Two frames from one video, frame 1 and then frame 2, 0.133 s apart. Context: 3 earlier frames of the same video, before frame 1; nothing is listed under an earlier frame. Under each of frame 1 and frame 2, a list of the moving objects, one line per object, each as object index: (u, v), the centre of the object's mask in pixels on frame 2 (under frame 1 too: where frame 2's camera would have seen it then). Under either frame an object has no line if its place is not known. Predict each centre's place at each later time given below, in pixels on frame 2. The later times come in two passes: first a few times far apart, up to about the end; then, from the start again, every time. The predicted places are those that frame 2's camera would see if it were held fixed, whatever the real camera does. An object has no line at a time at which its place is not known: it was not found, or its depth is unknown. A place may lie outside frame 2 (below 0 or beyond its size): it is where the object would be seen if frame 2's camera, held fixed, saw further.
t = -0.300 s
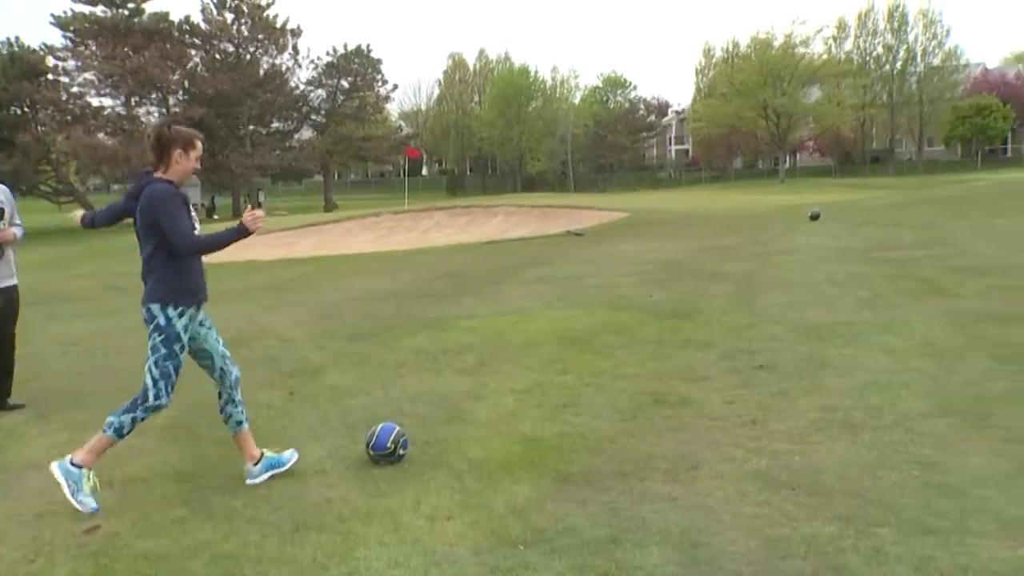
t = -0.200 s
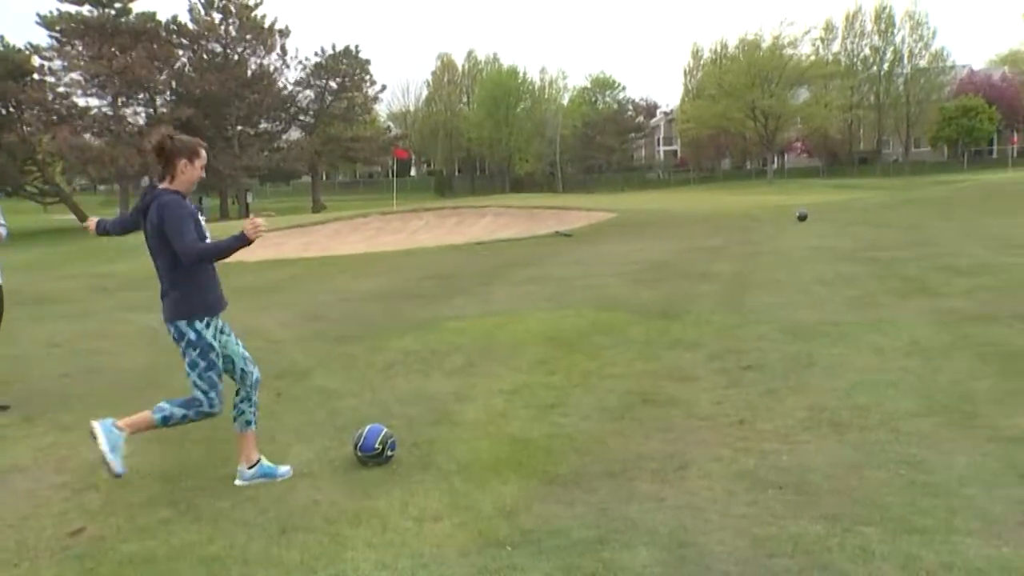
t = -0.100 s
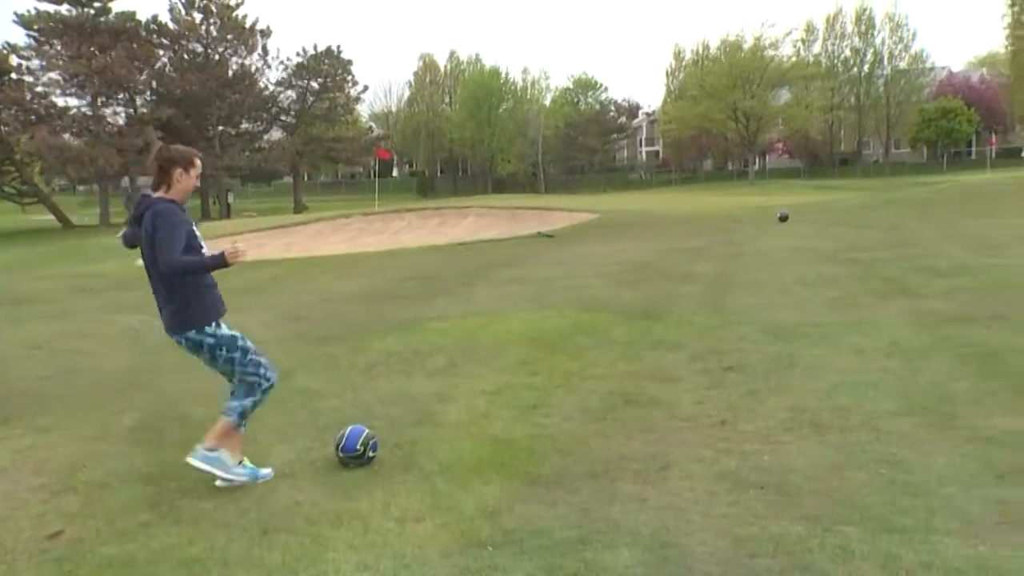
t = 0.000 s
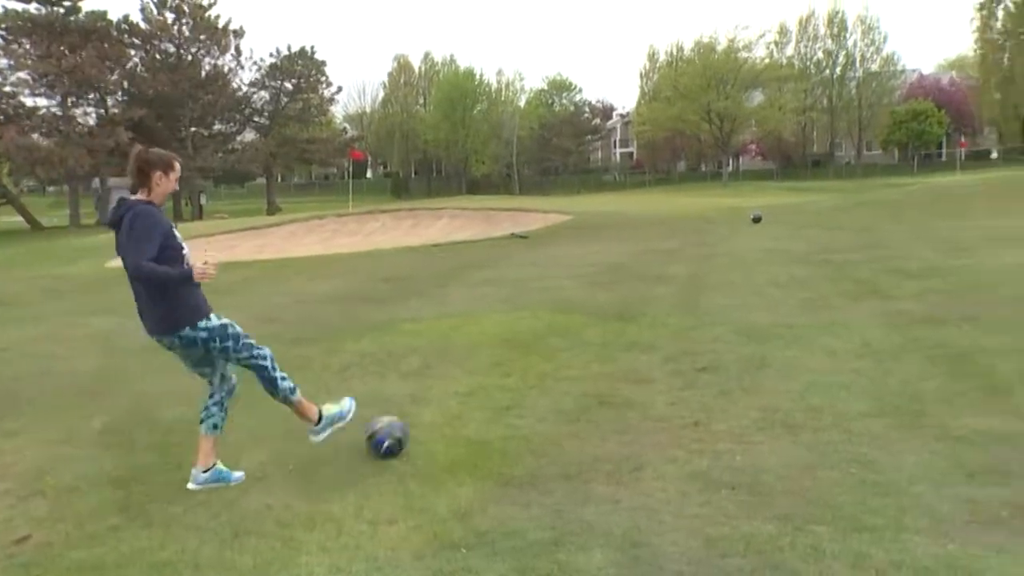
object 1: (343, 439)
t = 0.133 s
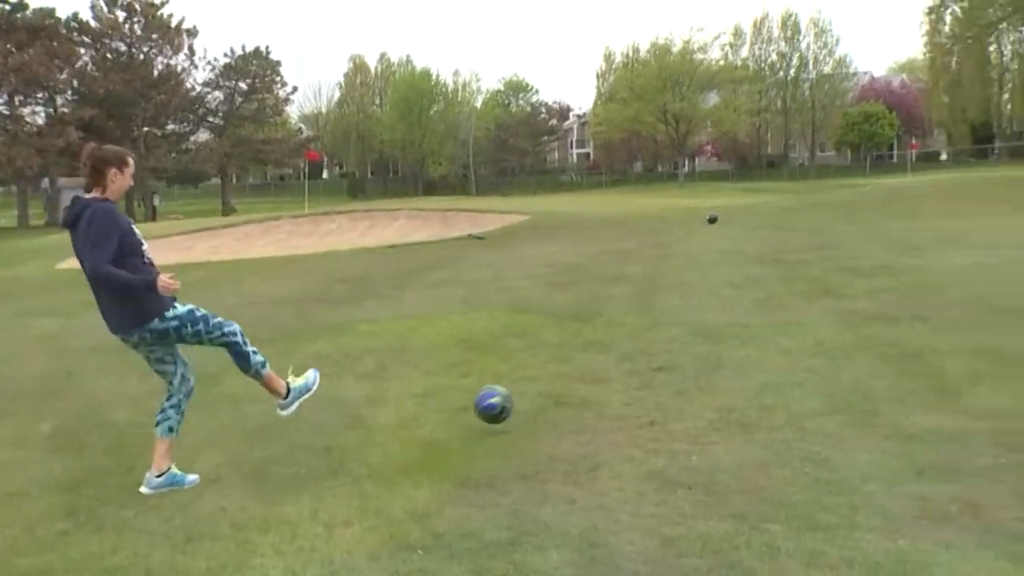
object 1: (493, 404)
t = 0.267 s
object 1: (617, 382)
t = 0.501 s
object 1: (785, 349)
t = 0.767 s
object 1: (937, 314)
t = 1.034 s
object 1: (1057, 295)
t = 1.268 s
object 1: (1144, 279)
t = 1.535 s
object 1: (1228, 266)
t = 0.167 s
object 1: (527, 402)
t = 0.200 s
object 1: (560, 401)
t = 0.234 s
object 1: (590, 394)
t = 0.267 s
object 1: (617, 382)
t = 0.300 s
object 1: (642, 373)
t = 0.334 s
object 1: (668, 366)
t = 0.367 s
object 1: (693, 362)
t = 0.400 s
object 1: (717, 358)
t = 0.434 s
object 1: (741, 358)
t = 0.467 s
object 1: (764, 358)
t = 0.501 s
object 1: (785, 349)
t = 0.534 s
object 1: (806, 342)
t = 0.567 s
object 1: (826, 336)
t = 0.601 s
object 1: (846, 333)
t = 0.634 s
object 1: (865, 331)
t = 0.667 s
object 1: (885, 329)
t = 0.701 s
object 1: (903, 324)
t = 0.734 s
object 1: (920, 318)
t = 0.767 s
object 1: (937, 314)
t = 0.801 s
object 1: (954, 312)
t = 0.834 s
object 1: (970, 312)
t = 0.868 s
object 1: (985, 311)
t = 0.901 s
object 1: (1000, 307)
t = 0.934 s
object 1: (1015, 303)
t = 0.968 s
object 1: (1030, 299)
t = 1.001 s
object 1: (1044, 297)
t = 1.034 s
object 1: (1057, 295)
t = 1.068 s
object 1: (1070, 291)
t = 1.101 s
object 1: (1083, 288)
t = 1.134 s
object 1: (1096, 286)
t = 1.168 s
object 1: (1109, 284)
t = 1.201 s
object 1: (1121, 281)
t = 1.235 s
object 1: (1133, 280)
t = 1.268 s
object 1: (1144, 279)
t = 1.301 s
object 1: (1155, 277)
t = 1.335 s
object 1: (1167, 276)
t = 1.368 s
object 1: (1178, 273)
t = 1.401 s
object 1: (1188, 271)
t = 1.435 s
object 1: (1198, 272)
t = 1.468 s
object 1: (1208, 269)
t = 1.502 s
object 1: (1218, 267)
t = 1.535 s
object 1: (1228, 266)
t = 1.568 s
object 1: (1237, 265)
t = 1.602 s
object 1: (1245, 265)
